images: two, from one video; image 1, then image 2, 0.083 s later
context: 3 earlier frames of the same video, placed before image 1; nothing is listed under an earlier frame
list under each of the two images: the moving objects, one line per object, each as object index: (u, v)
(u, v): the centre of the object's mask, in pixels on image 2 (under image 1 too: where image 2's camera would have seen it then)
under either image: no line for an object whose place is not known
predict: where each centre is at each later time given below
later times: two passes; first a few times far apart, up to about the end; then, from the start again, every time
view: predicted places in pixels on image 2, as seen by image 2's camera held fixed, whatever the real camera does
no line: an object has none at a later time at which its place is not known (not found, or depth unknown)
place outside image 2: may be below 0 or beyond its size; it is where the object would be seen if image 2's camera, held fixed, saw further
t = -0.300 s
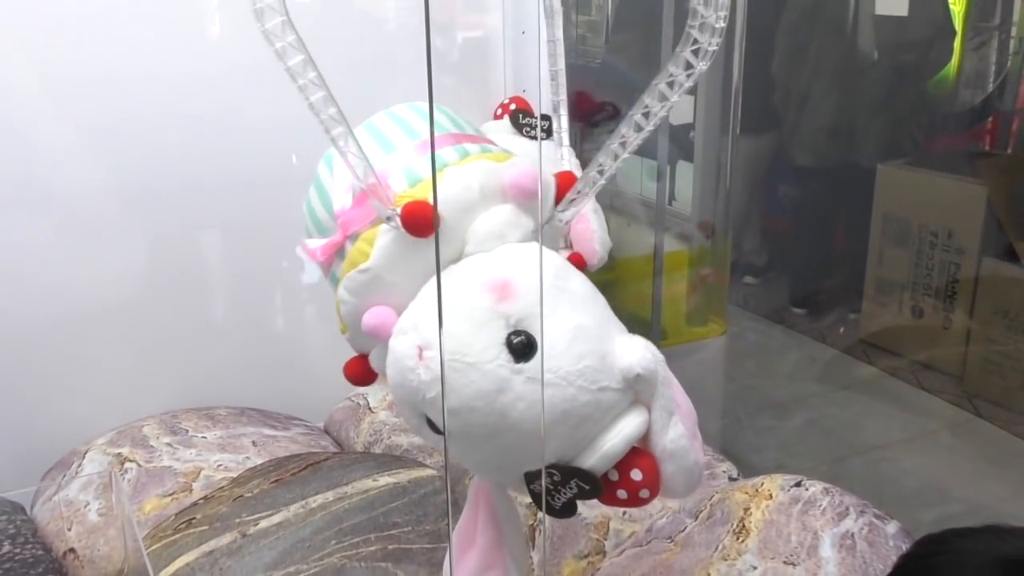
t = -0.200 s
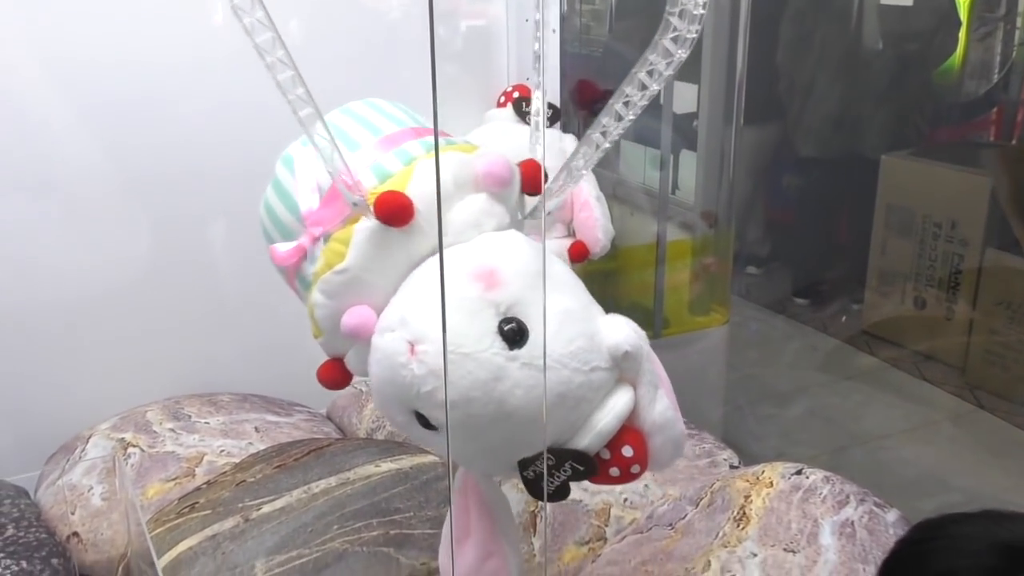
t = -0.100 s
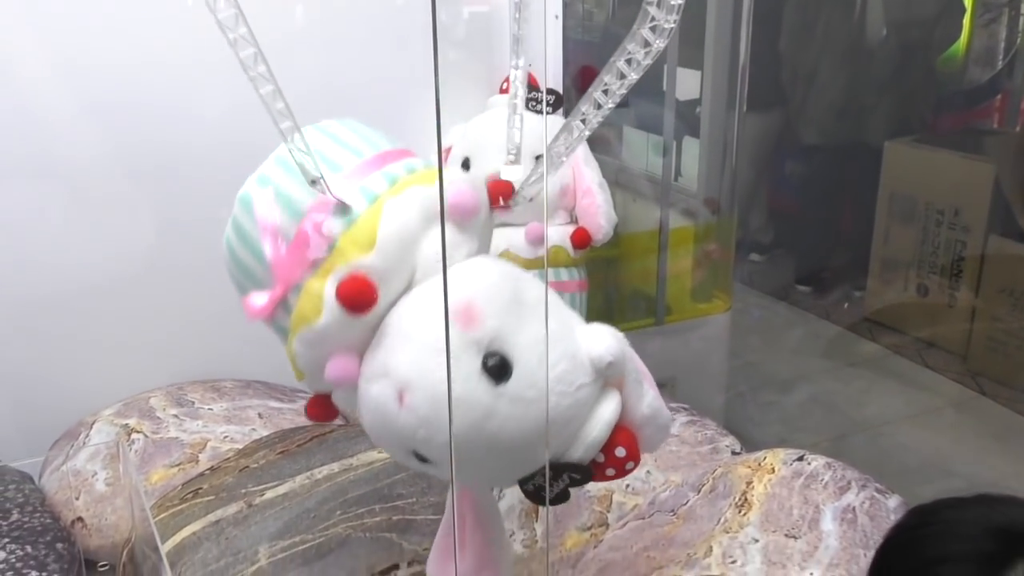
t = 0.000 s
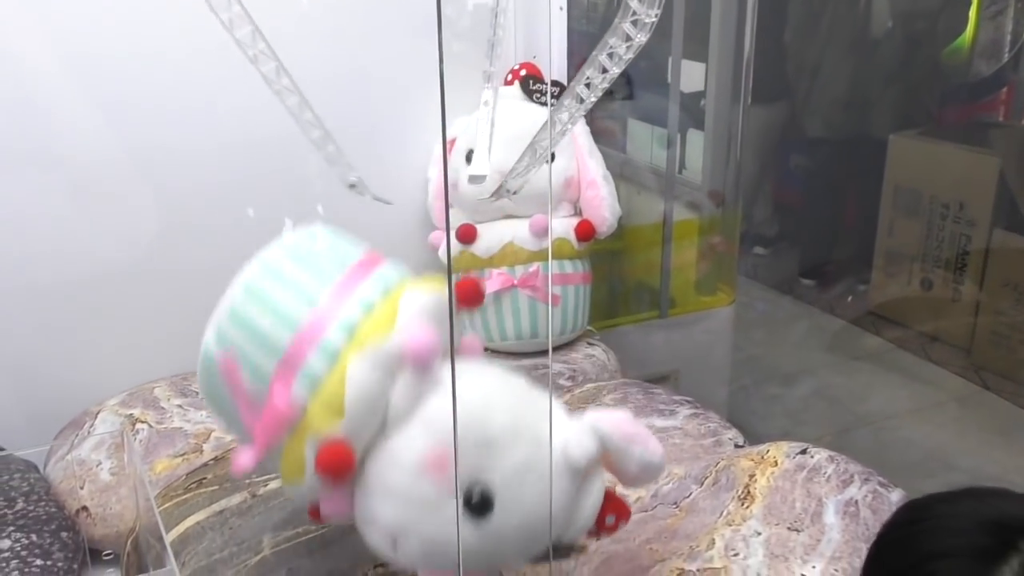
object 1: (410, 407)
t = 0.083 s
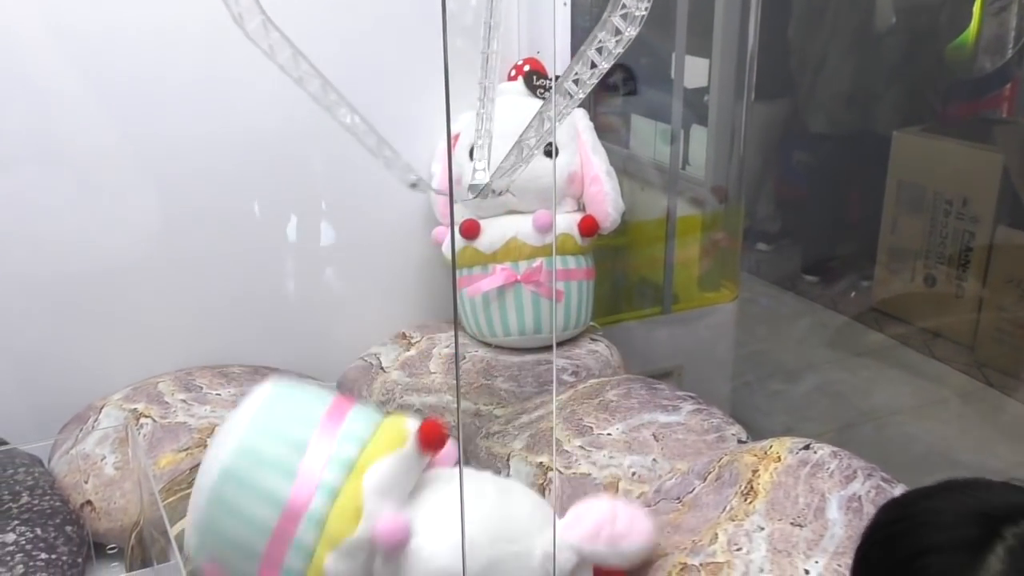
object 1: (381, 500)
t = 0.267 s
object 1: (394, 497)
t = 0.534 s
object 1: (399, 532)
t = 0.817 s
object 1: (397, 545)
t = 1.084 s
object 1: (397, 545)
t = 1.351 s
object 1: (397, 544)
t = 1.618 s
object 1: (397, 544)
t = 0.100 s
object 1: (375, 508)
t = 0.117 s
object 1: (374, 510)
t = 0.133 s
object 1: (375, 509)
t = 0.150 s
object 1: (373, 506)
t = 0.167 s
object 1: (373, 503)
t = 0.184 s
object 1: (376, 500)
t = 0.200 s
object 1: (378, 498)
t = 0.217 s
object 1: (383, 497)
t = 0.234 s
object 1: (387, 496)
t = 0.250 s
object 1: (391, 496)
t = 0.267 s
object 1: (394, 497)
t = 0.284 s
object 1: (397, 499)
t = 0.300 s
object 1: (398, 502)
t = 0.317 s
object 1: (398, 507)
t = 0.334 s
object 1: (399, 510)
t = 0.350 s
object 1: (399, 514)
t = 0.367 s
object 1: (399, 516)
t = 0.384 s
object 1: (399, 518)
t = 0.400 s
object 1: (398, 519)
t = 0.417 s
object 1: (398, 520)
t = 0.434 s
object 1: (398, 522)
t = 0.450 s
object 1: (397, 525)
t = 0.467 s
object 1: (398, 527)
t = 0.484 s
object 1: (398, 528)
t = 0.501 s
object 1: (399, 530)
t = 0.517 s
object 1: (399, 531)
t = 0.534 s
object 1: (399, 532)
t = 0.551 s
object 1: (400, 533)
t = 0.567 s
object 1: (401, 535)
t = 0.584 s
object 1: (403, 537)
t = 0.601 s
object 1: (405, 539)
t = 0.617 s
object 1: (405, 541)
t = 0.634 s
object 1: (404, 543)
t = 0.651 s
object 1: (402, 545)
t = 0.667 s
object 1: (397, 545)
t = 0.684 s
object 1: (394, 544)
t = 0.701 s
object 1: (395, 545)
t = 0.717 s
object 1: (396, 544)
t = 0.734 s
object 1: (396, 544)
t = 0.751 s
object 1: (397, 544)
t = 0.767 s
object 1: (398, 544)
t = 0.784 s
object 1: (397, 544)
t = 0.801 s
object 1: (397, 544)
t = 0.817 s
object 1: (397, 545)
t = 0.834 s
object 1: (397, 545)
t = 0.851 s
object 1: (397, 545)
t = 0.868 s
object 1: (397, 545)
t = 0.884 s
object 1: (397, 545)
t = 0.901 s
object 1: (397, 545)
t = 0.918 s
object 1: (397, 545)
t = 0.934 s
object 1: (397, 545)
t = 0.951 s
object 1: (397, 545)
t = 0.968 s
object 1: (397, 545)
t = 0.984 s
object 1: (397, 545)
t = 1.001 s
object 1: (397, 545)
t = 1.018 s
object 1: (397, 545)
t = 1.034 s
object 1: (397, 545)
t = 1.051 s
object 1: (397, 545)
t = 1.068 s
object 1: (397, 545)
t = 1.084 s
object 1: (397, 545)
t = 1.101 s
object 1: (397, 545)
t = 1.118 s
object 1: (397, 545)
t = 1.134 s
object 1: (397, 545)
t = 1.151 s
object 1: (397, 544)
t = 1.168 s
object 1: (397, 544)
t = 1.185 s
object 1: (397, 544)
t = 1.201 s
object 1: (397, 544)
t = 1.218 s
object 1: (397, 544)
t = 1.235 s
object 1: (397, 544)
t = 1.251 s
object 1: (397, 544)
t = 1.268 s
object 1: (397, 544)
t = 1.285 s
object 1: (397, 544)
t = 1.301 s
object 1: (397, 544)
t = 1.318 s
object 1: (397, 544)
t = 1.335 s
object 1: (397, 544)
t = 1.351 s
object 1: (397, 544)
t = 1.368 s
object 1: (397, 544)
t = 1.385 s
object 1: (397, 544)
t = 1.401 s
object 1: (397, 544)
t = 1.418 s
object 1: (397, 544)
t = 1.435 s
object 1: (397, 544)
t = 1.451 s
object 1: (397, 544)
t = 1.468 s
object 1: (397, 544)
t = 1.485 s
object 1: (397, 544)
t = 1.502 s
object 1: (397, 544)
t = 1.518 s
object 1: (397, 544)
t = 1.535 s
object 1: (397, 544)
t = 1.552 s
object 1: (397, 544)
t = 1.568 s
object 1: (397, 544)
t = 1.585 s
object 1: (397, 544)
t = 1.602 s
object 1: (397, 544)
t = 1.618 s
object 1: (397, 544)
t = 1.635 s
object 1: (397, 544)
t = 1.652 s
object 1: (397, 544)
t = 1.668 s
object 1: (397, 544)
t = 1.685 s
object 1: (397, 544)
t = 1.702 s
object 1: (397, 544)
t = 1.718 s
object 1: (397, 544)
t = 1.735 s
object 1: (397, 544)
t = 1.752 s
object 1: (397, 544)
